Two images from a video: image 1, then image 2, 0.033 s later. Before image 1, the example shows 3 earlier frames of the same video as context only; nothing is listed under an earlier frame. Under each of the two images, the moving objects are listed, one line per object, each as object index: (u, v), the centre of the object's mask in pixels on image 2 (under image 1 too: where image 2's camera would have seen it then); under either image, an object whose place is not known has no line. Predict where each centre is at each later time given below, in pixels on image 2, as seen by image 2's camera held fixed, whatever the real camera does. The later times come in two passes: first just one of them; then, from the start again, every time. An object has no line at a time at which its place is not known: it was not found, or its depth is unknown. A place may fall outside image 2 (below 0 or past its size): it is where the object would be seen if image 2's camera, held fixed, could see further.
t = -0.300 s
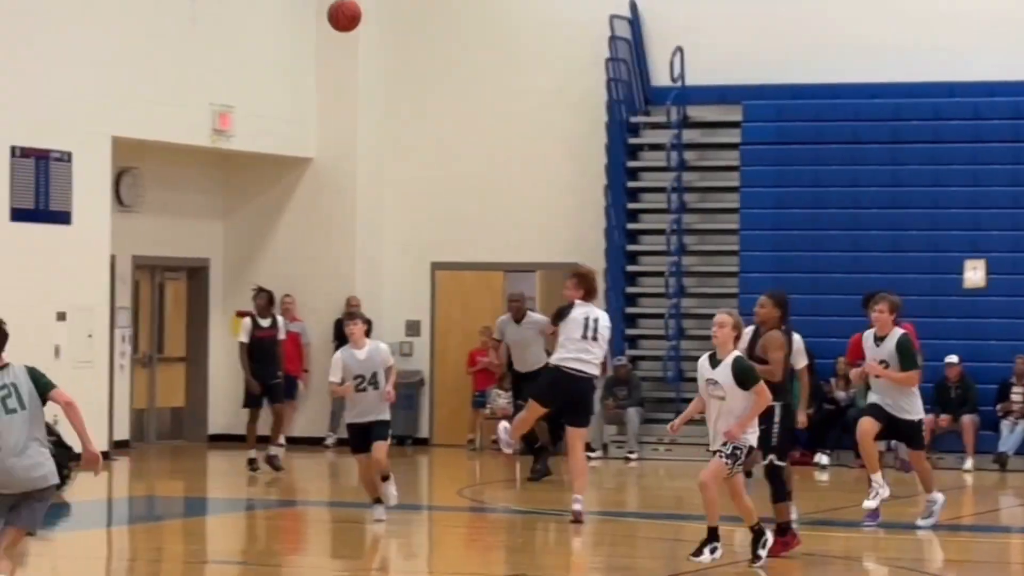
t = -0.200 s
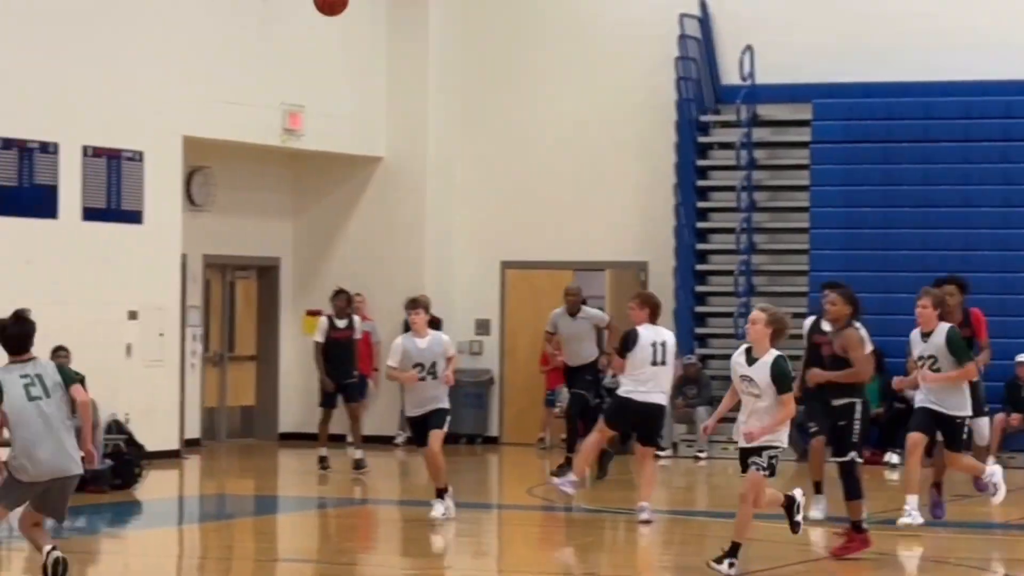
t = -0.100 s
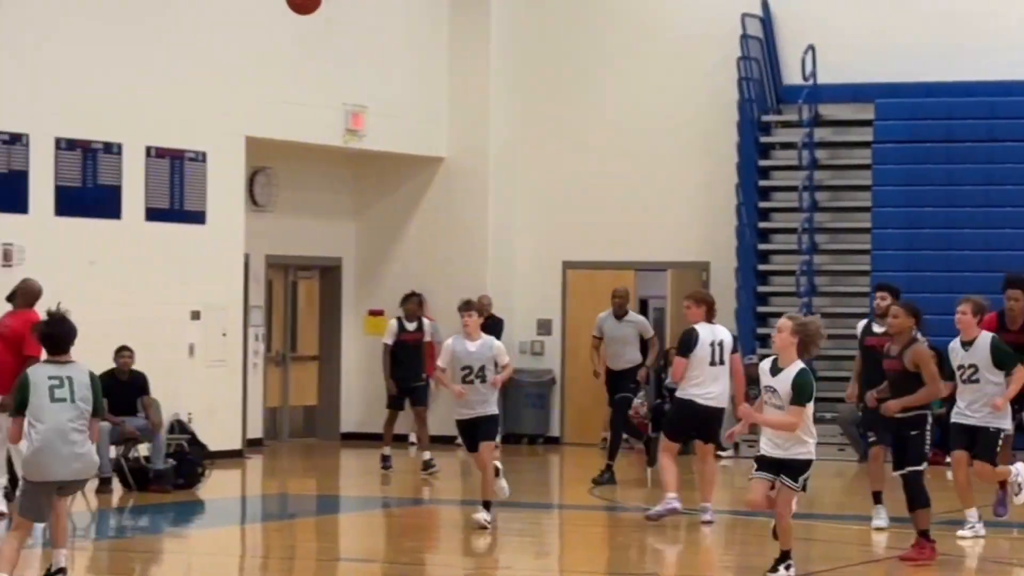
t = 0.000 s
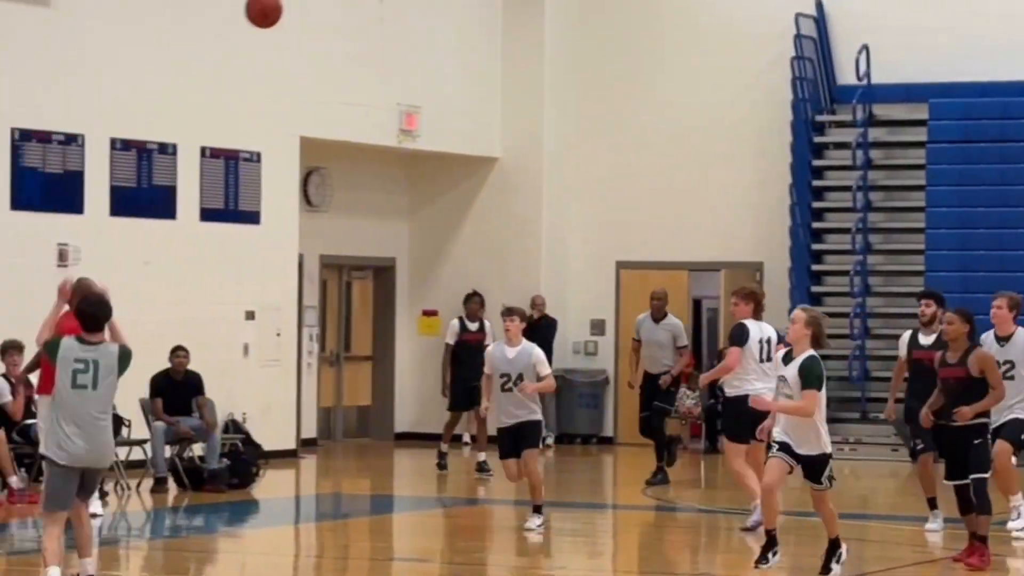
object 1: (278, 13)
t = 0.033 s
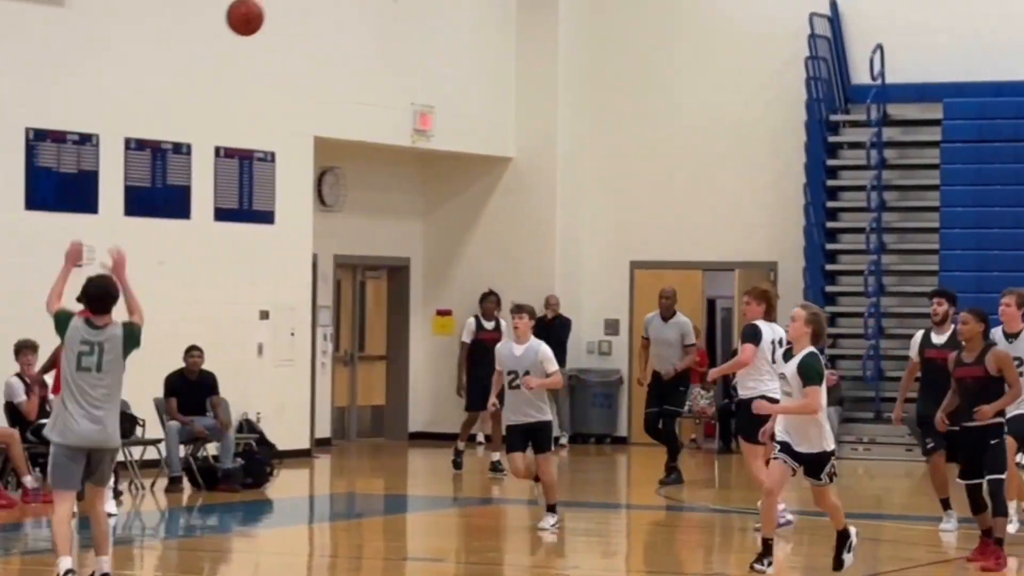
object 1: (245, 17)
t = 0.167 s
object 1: (105, 65)
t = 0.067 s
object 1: (212, 26)
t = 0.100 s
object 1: (177, 37)
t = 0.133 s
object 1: (142, 50)
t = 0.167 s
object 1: (105, 65)
